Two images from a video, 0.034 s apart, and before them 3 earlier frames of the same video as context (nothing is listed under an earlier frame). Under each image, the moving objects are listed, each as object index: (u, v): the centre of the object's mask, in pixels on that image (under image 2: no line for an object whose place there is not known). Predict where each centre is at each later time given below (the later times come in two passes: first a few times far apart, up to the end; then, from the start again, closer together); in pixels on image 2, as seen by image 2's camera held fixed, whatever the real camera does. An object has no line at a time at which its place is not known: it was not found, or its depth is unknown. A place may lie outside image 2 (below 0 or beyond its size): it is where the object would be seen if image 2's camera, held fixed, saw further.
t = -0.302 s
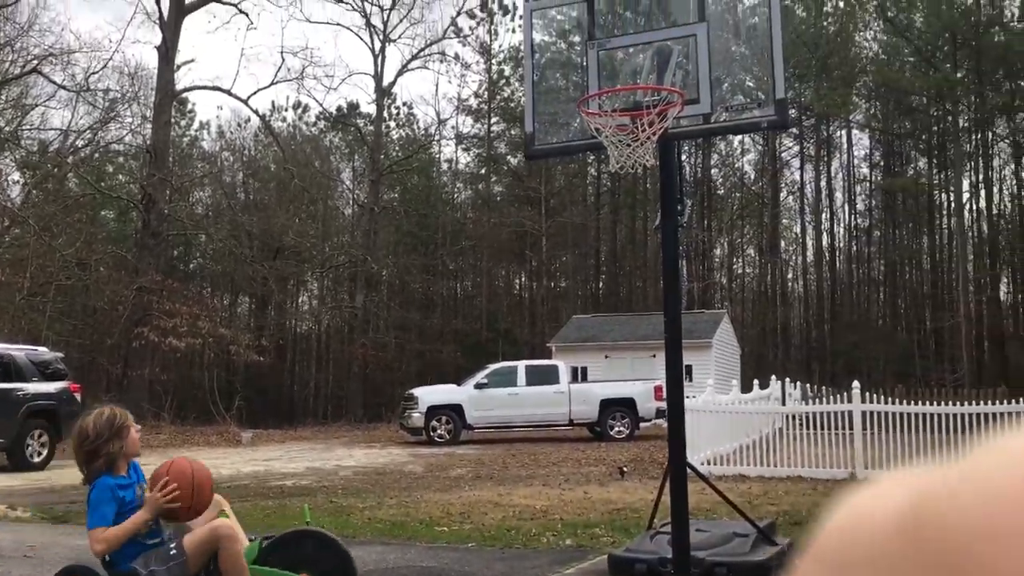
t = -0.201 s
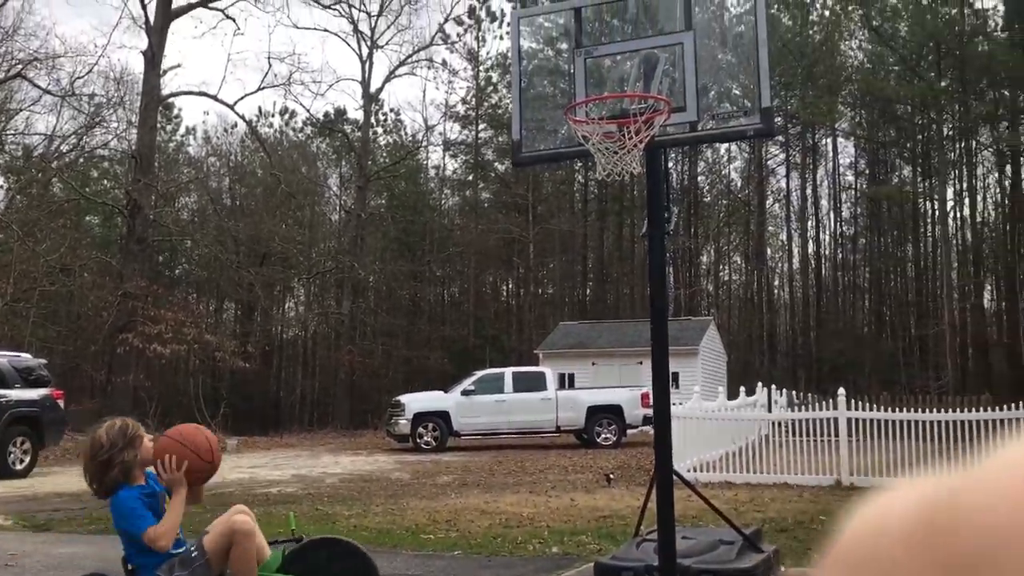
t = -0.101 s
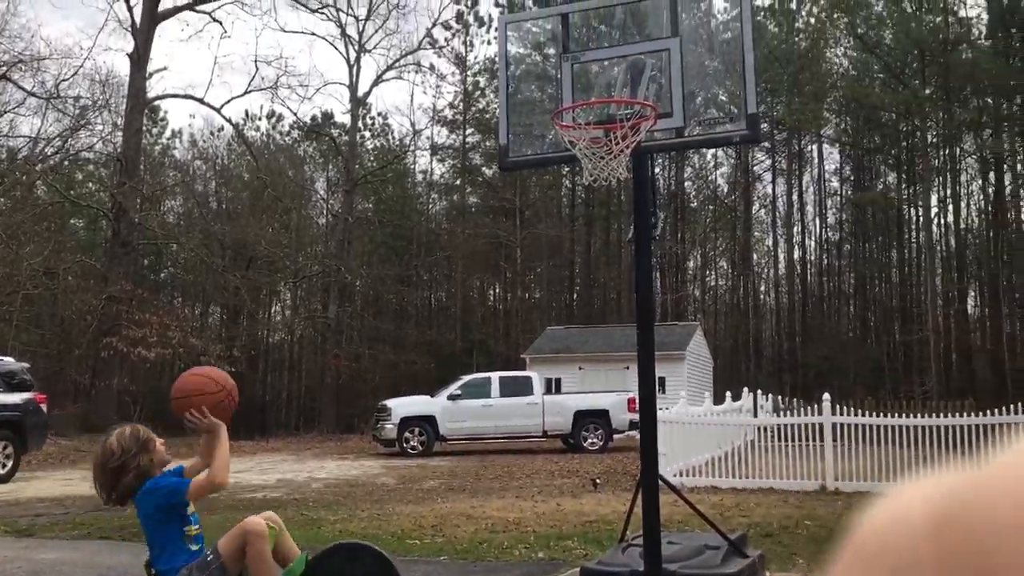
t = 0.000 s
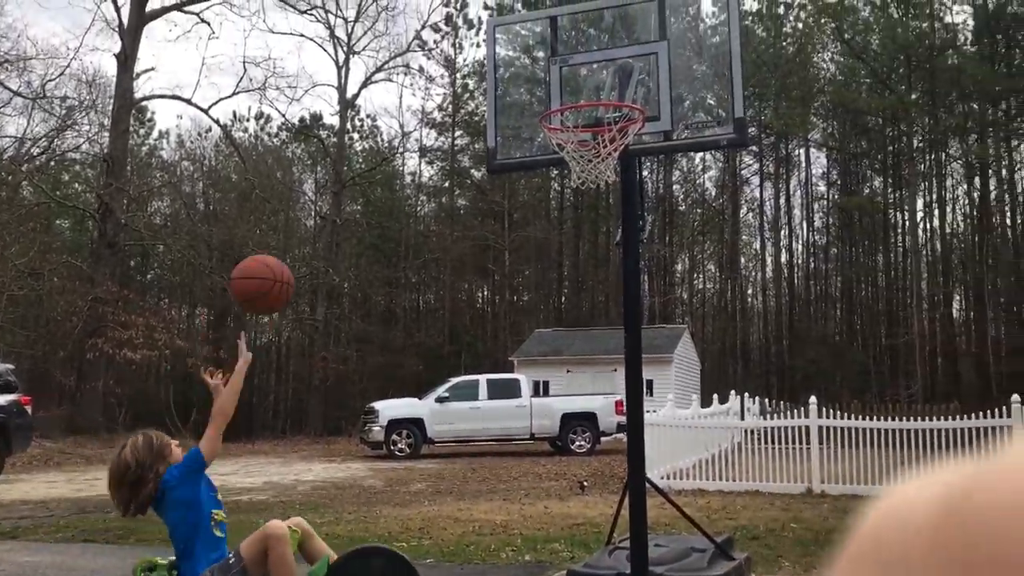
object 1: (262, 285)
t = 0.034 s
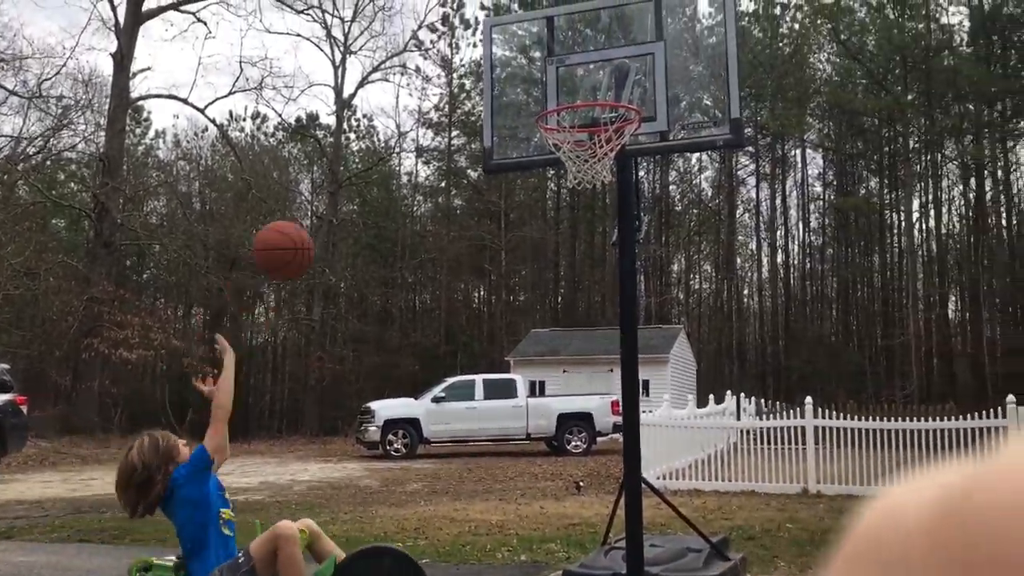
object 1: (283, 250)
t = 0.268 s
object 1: (436, 103)
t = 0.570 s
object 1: (598, 99)
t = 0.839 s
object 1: (580, 112)
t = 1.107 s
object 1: (590, 157)
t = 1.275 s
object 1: (590, 217)
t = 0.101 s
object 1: (330, 193)
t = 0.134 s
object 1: (352, 170)
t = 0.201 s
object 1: (395, 130)
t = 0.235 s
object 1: (416, 116)
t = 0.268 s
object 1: (436, 103)
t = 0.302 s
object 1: (456, 93)
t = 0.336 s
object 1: (475, 86)
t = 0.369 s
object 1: (493, 81)
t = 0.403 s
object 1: (511, 78)
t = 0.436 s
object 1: (529, 78)
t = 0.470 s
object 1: (547, 81)
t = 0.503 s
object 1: (564, 83)
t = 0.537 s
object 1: (581, 90)
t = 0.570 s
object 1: (598, 99)
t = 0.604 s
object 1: (611, 110)
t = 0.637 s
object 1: (601, 105)
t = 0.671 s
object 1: (589, 103)
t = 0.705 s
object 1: (578, 102)
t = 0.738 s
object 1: (570, 103)
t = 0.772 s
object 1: (572, 104)
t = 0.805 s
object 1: (575, 107)
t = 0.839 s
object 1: (580, 112)
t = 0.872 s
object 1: (580, 118)
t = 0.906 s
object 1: (583, 124)
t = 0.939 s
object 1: (588, 136)
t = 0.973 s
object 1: (587, 142)
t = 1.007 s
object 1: (590, 149)
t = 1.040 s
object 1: (592, 150)
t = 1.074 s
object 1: (591, 154)
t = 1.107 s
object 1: (590, 157)
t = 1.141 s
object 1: (591, 165)
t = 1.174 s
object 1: (592, 175)
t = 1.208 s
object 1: (591, 187)
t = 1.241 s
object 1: (591, 201)
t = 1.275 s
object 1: (590, 217)
